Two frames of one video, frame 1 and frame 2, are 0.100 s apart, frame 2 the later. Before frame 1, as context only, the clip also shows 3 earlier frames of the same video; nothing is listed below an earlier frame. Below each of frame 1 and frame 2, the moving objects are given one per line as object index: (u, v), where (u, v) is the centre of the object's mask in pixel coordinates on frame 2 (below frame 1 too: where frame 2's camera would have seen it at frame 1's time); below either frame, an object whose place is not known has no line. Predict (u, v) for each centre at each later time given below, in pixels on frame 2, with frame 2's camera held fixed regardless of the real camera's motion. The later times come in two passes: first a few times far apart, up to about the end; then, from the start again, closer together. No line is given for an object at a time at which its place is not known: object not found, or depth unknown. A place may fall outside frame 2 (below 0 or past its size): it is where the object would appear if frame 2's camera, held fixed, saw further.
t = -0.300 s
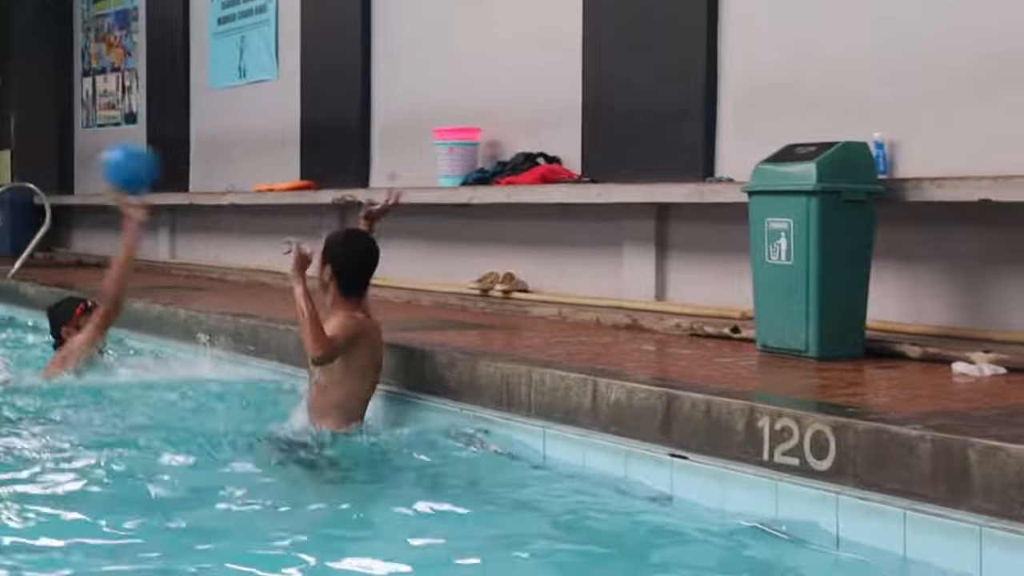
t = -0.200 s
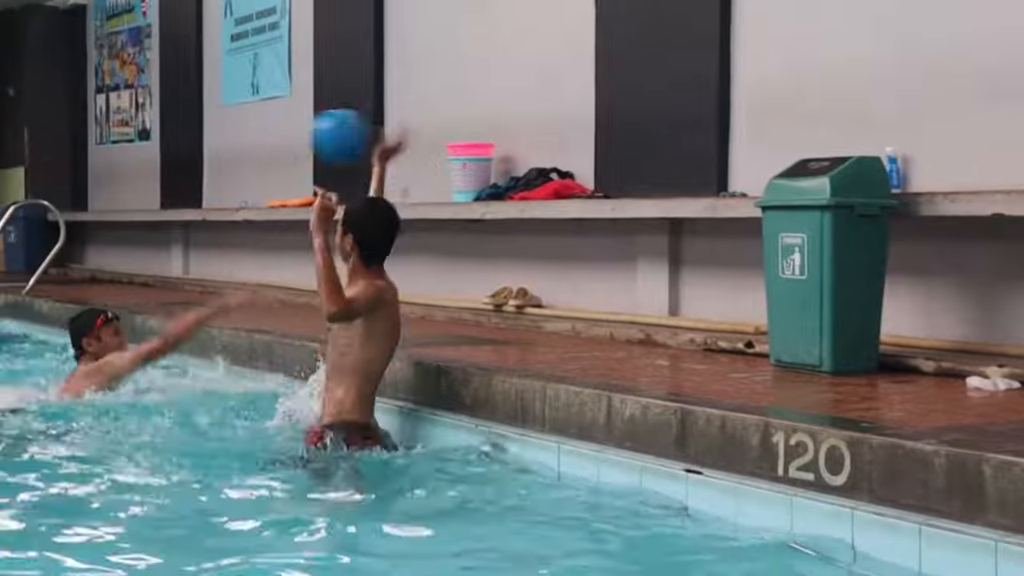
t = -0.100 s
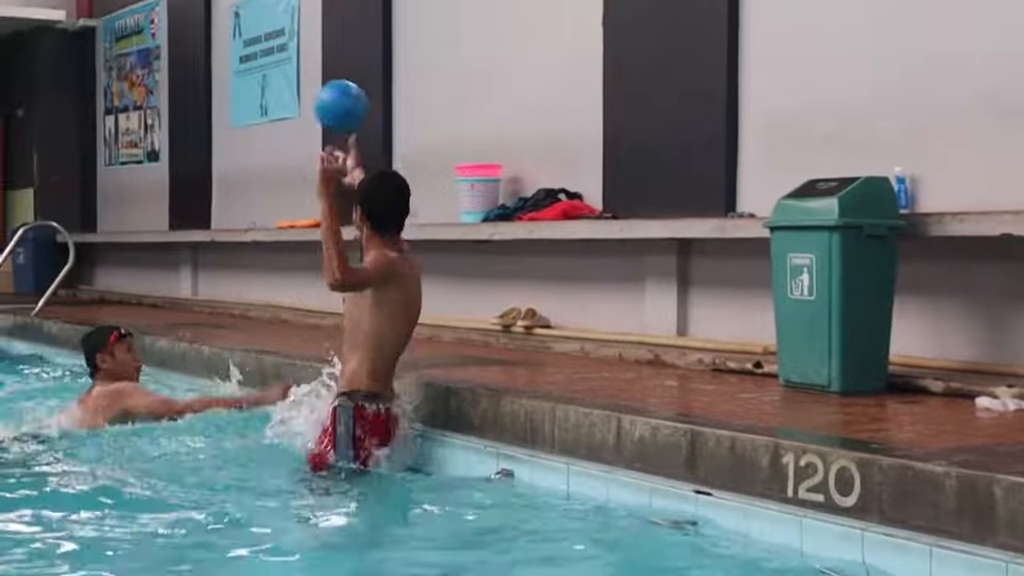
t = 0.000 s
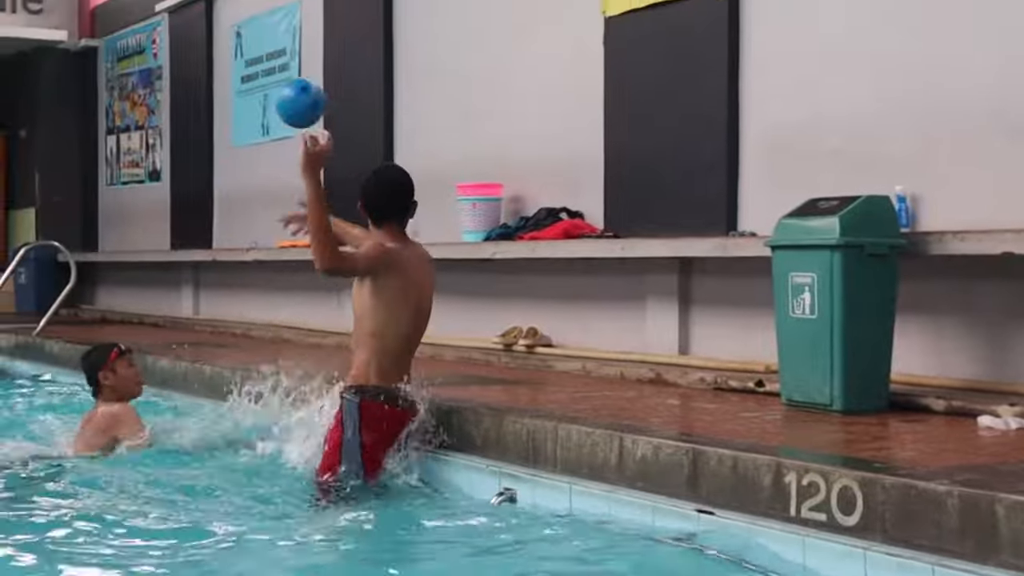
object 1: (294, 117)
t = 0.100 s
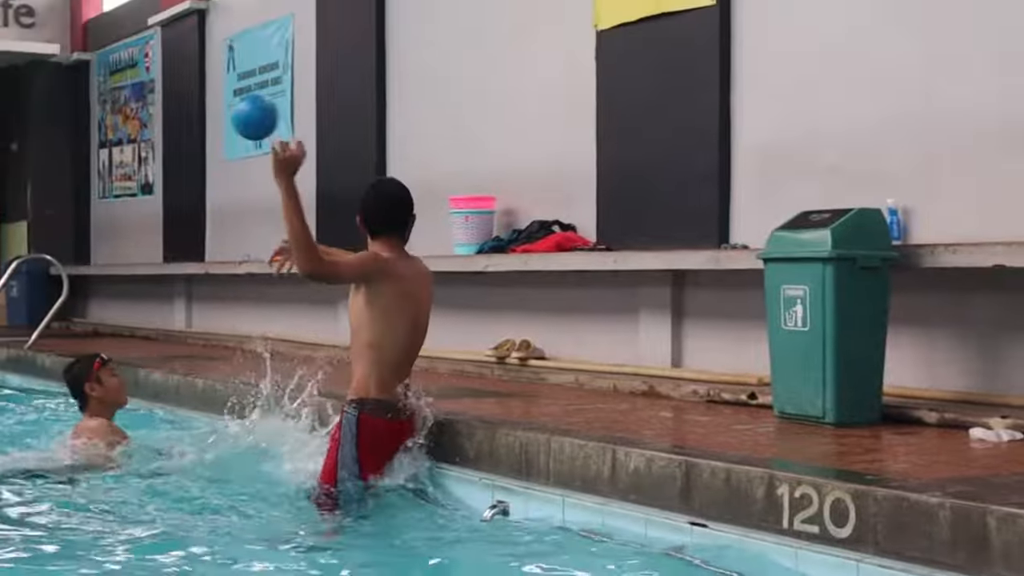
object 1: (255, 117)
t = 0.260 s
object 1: (205, 155)
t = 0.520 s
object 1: (143, 296)
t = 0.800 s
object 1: (97, 282)
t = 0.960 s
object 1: (77, 280)
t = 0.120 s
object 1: (247, 120)
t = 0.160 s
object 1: (234, 126)
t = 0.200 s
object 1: (222, 135)
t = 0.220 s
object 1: (216, 141)
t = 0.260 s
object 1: (205, 155)
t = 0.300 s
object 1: (194, 171)
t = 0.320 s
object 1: (189, 180)
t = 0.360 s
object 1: (179, 201)
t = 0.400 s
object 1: (169, 222)
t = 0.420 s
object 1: (165, 235)
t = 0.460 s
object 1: (156, 258)
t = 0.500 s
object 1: (147, 284)
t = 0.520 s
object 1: (143, 296)
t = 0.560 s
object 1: (136, 325)
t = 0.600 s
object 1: (128, 344)
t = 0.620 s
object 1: (125, 334)
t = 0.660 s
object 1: (117, 317)
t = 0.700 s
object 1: (111, 303)
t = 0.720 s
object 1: (108, 297)
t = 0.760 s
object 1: (102, 288)
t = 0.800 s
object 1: (97, 282)
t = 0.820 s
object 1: (94, 280)
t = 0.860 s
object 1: (90, 278)
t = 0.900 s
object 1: (85, 277)
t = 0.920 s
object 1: (82, 277)
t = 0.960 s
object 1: (77, 280)
